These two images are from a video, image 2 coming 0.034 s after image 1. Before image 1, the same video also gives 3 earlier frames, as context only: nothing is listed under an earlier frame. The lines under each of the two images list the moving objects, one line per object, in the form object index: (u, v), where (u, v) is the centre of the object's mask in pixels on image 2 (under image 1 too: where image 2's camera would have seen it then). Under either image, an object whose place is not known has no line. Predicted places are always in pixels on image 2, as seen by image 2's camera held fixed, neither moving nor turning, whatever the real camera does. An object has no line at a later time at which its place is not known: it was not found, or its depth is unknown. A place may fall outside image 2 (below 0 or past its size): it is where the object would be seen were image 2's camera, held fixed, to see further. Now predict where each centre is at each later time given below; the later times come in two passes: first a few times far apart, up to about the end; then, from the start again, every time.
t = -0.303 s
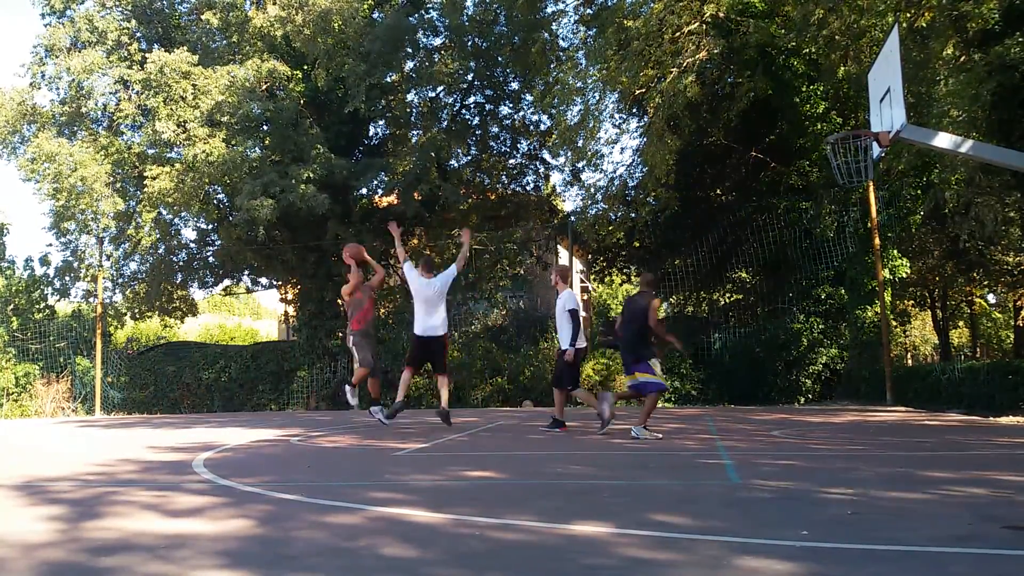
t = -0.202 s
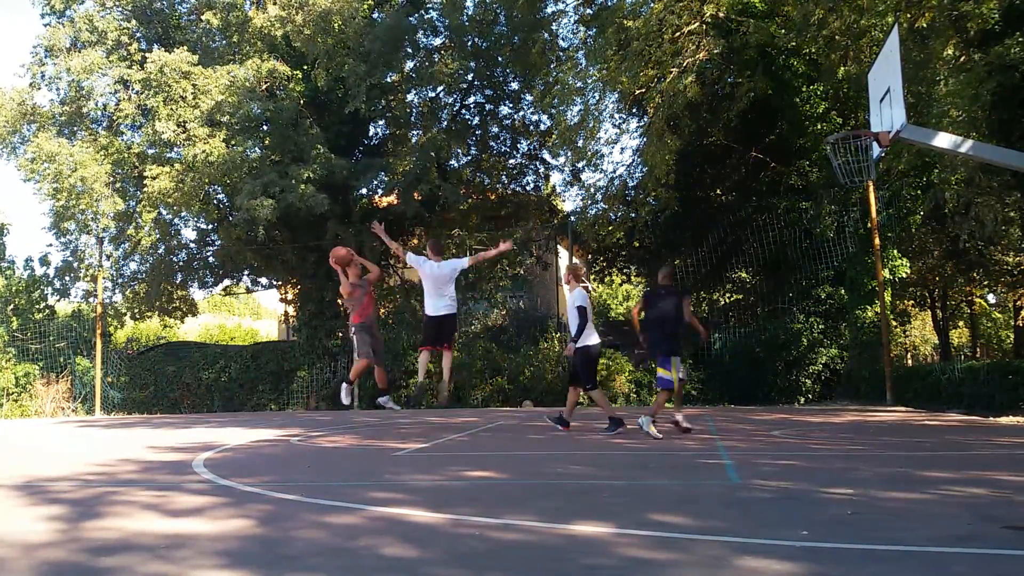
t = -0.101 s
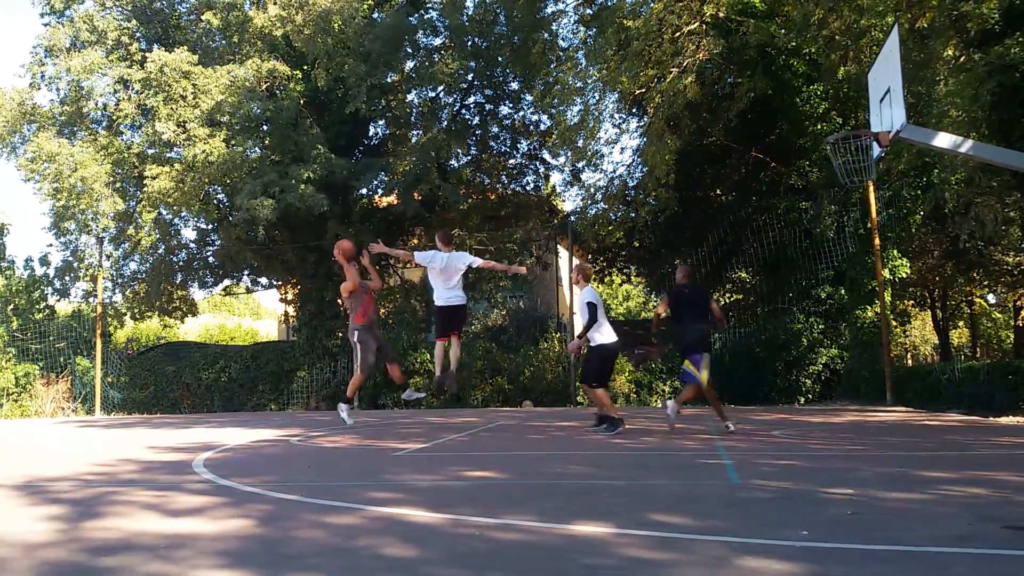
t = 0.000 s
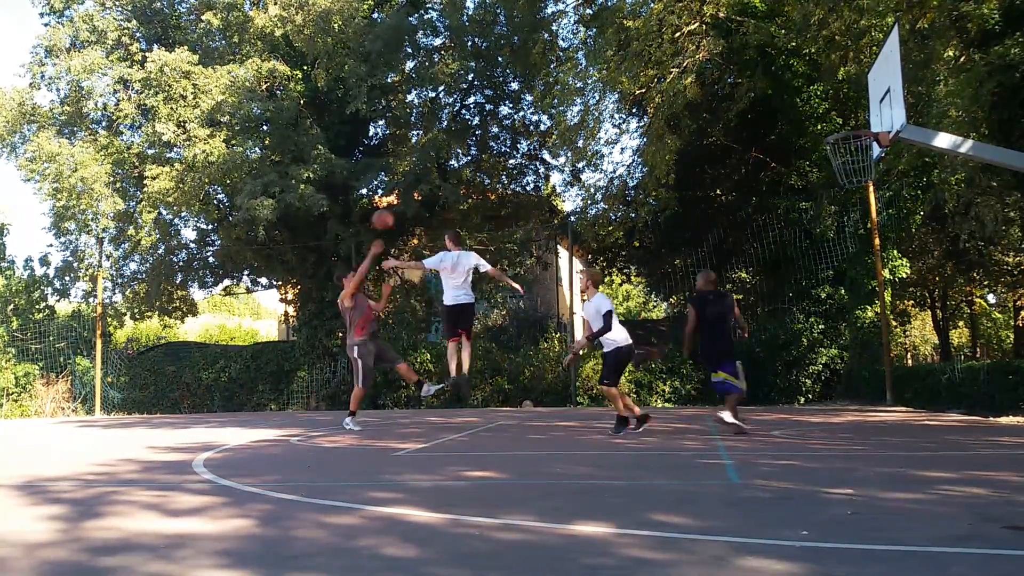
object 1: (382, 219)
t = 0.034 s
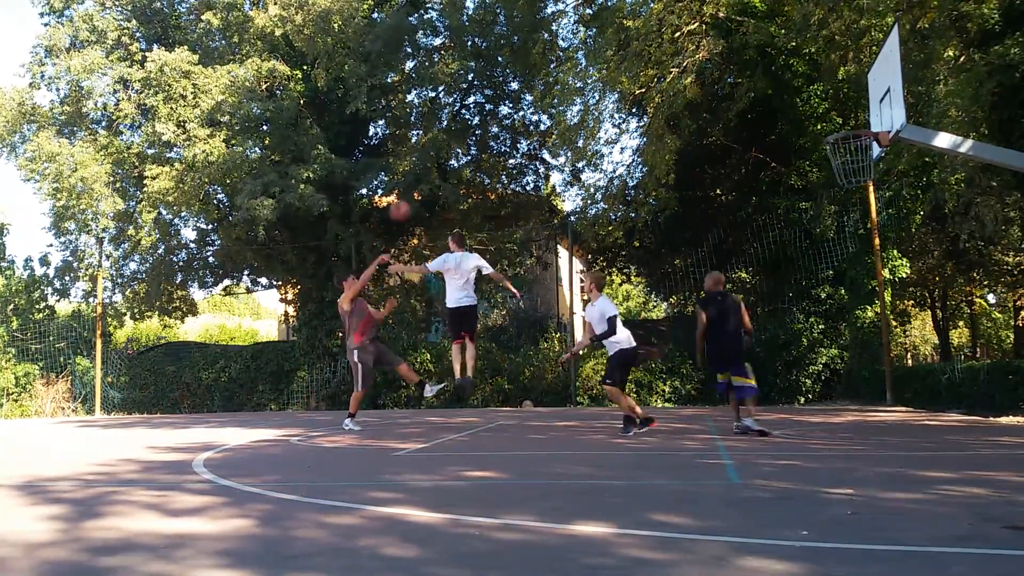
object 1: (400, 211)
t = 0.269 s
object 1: (527, 170)
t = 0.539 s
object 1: (673, 178)
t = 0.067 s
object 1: (418, 202)
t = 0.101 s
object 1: (436, 194)
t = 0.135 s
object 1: (453, 187)
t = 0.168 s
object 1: (471, 182)
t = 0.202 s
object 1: (490, 177)
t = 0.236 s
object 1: (509, 173)
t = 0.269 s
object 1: (527, 170)
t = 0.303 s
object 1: (544, 168)
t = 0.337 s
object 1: (563, 166)
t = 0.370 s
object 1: (580, 165)
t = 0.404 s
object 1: (599, 166)
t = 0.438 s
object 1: (618, 168)
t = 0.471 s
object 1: (636, 170)
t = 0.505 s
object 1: (654, 173)
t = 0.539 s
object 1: (673, 178)
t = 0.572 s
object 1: (691, 182)
